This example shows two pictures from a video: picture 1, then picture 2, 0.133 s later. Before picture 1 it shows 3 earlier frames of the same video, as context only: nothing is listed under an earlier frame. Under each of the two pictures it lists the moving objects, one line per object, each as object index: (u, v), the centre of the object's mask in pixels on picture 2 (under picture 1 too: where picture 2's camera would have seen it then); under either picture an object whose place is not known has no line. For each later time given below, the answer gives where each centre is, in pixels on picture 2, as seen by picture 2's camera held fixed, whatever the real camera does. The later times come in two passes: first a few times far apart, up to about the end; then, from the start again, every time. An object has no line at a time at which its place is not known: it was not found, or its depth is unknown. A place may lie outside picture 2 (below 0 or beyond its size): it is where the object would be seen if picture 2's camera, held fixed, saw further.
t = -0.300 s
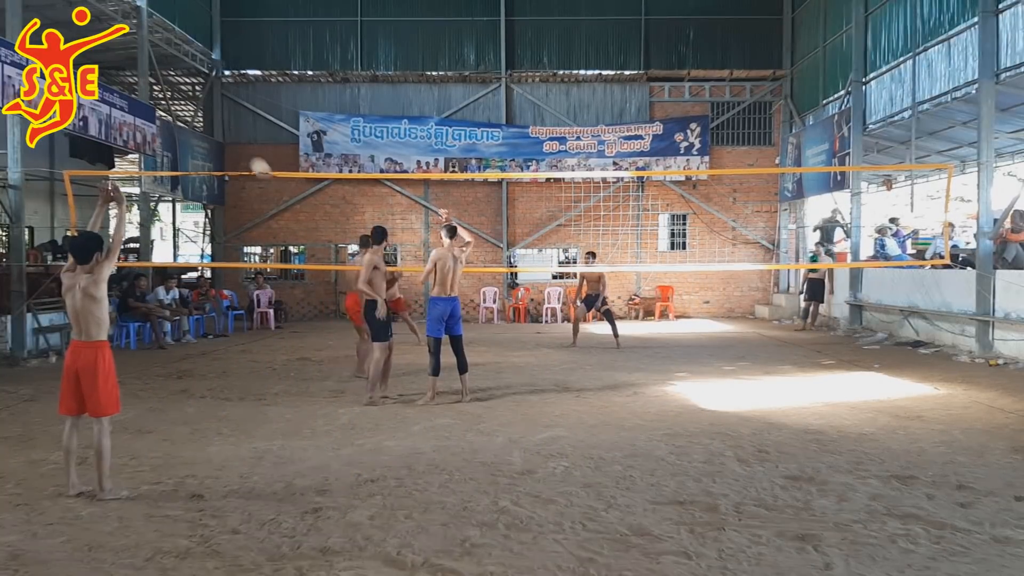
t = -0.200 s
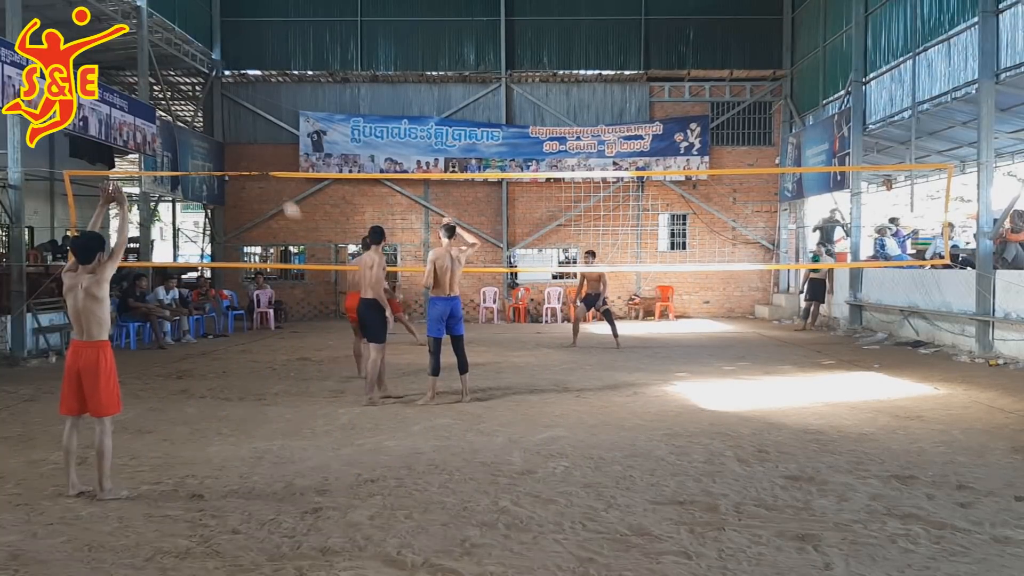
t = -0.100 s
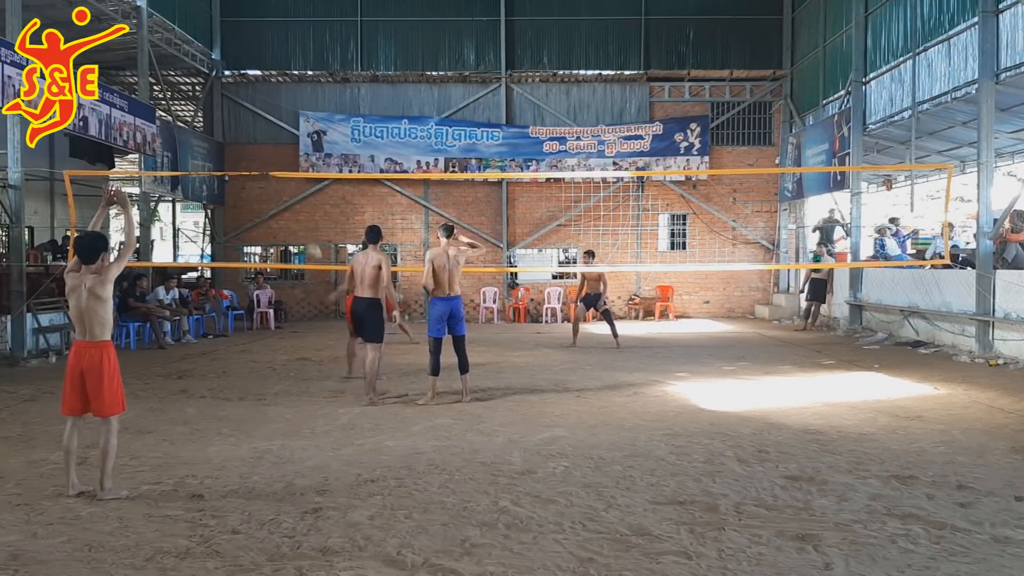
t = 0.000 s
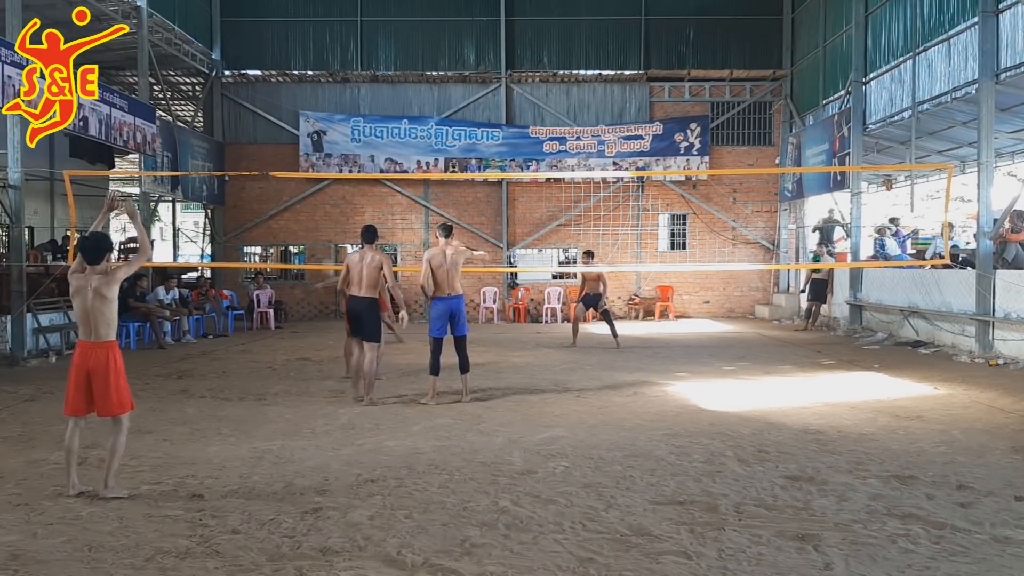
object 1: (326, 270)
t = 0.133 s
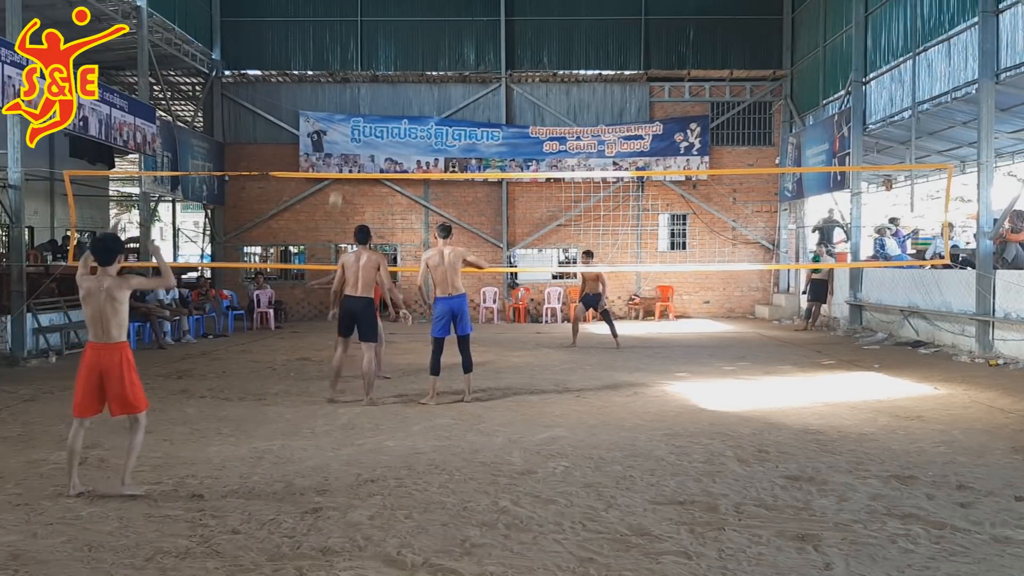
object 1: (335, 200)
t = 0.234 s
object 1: (343, 157)
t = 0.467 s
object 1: (359, 70)
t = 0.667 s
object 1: (375, 22)
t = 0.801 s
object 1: (387, 5)
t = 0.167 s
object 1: (338, 185)
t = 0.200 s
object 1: (338, 167)
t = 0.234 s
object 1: (343, 157)
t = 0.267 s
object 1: (345, 142)
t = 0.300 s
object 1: (347, 128)
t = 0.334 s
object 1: (349, 114)
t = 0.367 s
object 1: (352, 103)
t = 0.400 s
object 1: (354, 92)
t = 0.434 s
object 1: (357, 80)
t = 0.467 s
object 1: (359, 70)
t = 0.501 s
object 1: (362, 61)
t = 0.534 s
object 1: (364, 52)
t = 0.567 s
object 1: (367, 43)
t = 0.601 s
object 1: (370, 35)
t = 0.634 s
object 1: (372, 28)
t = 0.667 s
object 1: (375, 22)
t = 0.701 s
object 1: (378, 16)
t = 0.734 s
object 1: (381, 11)
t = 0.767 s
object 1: (384, 7)
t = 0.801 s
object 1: (387, 5)
